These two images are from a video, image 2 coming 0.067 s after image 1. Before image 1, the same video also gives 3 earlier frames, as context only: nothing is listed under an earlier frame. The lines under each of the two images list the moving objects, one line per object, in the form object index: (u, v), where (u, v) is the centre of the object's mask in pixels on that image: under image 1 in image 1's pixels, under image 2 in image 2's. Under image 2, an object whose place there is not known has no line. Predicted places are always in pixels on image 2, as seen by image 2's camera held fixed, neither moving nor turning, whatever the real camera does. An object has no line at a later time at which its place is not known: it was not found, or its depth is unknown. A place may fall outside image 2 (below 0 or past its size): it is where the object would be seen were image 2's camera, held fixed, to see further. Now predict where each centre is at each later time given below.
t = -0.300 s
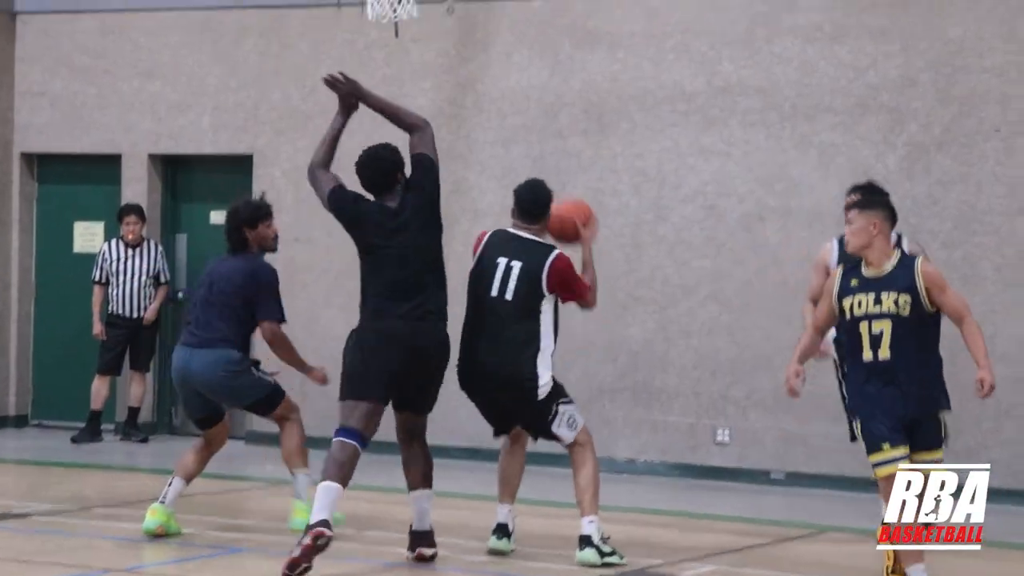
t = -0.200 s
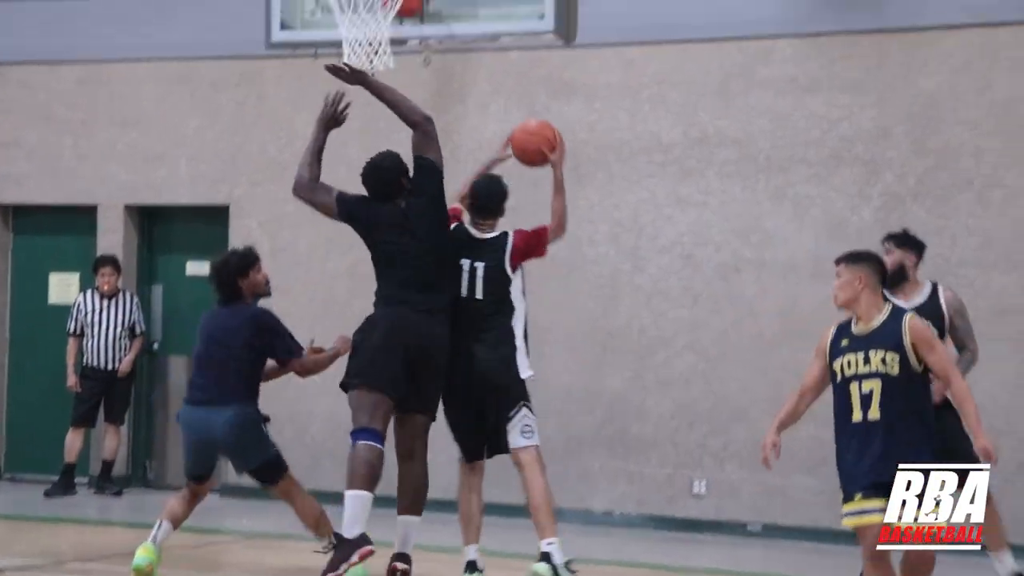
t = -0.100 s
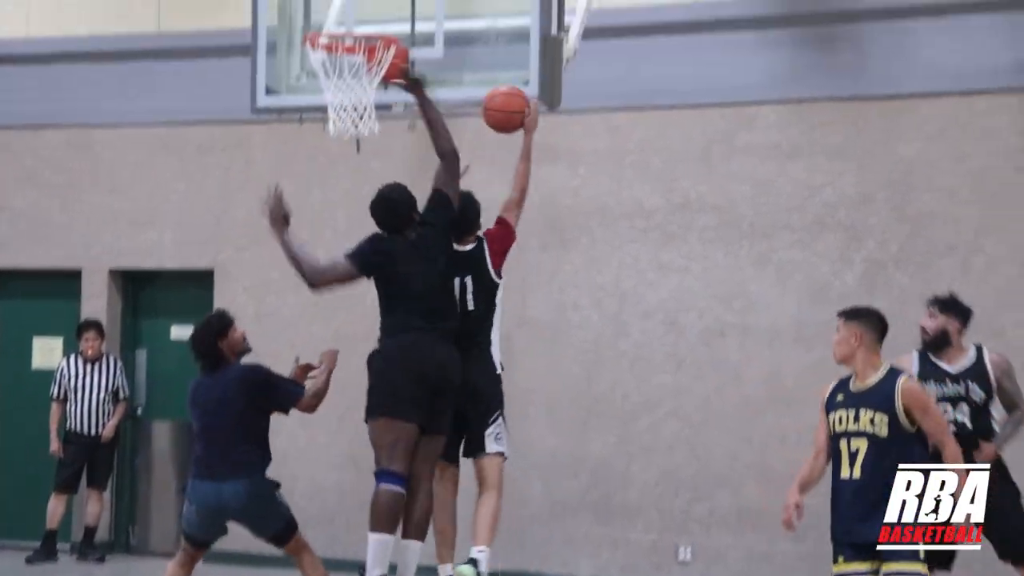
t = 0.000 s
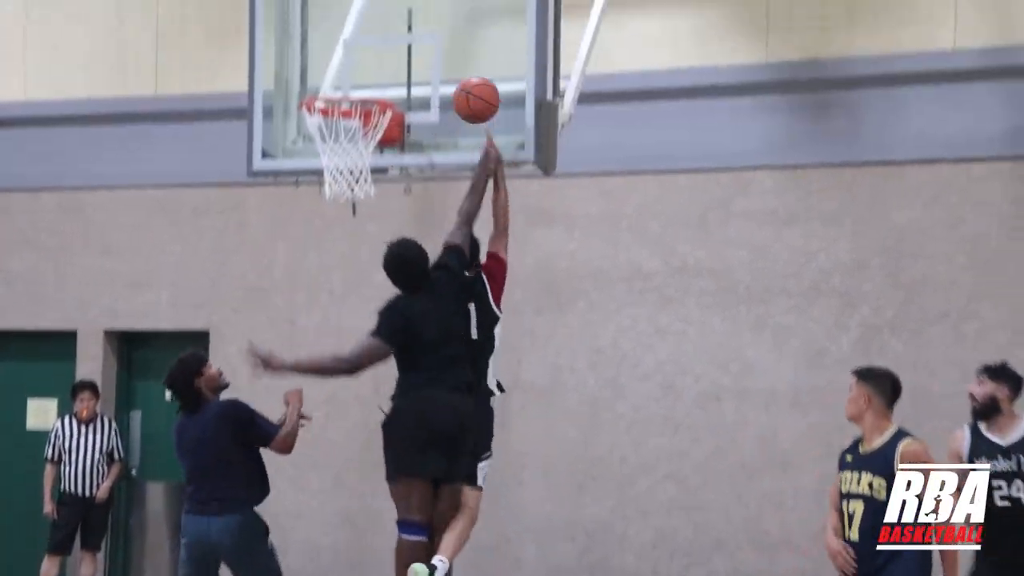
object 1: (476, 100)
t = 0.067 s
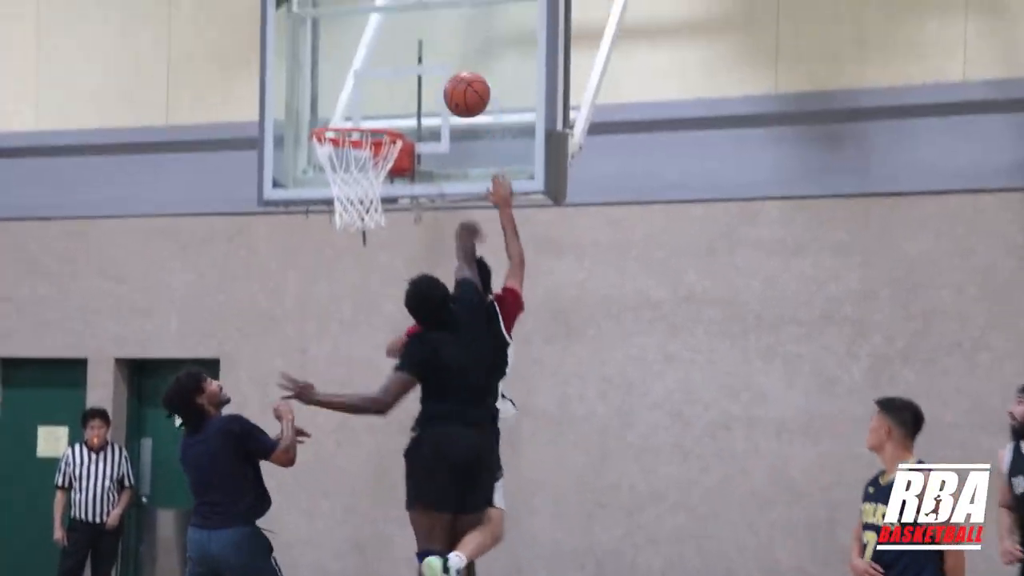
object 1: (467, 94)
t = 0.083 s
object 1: (462, 87)
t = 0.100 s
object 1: (457, 80)
